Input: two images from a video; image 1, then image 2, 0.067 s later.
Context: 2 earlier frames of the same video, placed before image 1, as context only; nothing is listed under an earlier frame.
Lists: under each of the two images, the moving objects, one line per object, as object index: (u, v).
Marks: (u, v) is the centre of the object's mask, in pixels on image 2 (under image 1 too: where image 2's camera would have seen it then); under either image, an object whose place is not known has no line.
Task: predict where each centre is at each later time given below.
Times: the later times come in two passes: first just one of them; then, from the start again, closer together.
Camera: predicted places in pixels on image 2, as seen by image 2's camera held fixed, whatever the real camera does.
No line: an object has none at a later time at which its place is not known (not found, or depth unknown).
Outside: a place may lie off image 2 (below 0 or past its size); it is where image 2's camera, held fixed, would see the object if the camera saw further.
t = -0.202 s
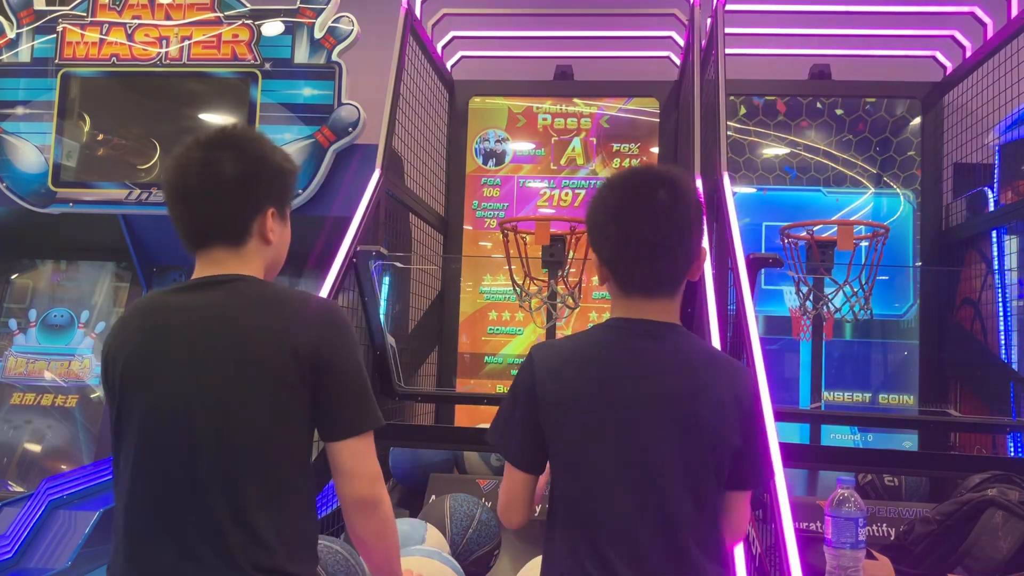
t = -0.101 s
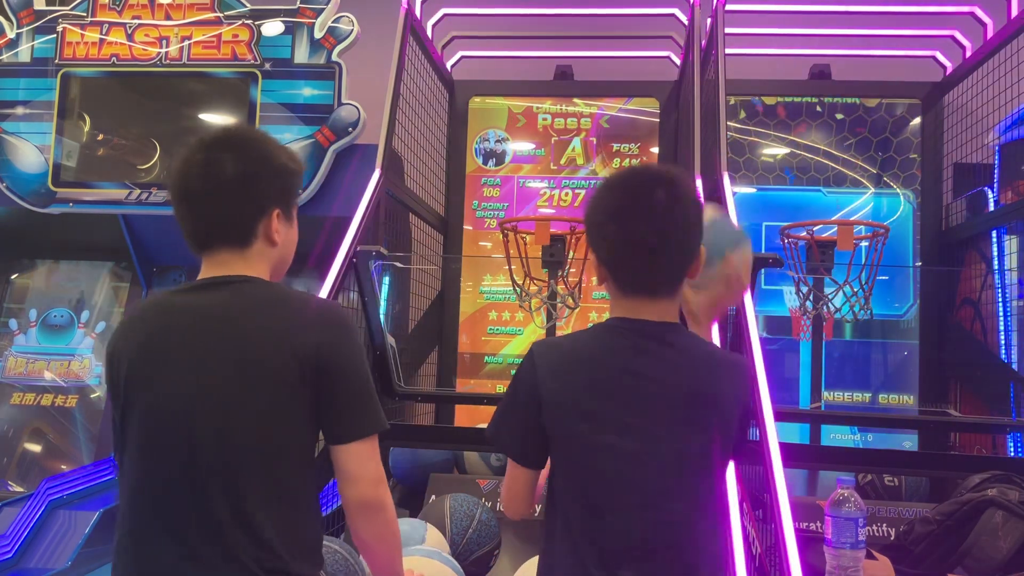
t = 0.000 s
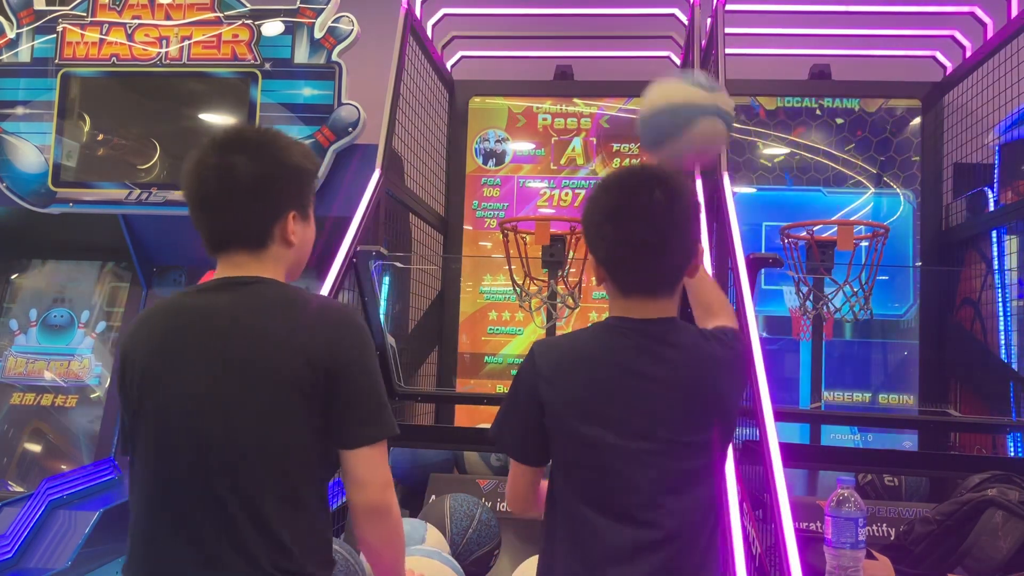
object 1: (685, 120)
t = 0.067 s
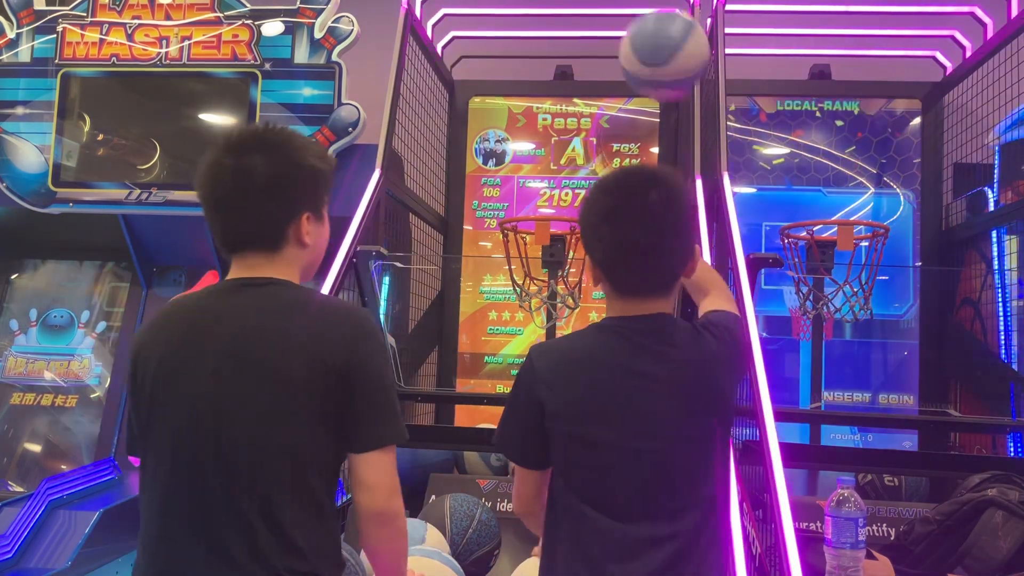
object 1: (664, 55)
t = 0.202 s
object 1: (628, 15)
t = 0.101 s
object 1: (654, 34)
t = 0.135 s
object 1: (645, 25)
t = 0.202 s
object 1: (628, 15)
